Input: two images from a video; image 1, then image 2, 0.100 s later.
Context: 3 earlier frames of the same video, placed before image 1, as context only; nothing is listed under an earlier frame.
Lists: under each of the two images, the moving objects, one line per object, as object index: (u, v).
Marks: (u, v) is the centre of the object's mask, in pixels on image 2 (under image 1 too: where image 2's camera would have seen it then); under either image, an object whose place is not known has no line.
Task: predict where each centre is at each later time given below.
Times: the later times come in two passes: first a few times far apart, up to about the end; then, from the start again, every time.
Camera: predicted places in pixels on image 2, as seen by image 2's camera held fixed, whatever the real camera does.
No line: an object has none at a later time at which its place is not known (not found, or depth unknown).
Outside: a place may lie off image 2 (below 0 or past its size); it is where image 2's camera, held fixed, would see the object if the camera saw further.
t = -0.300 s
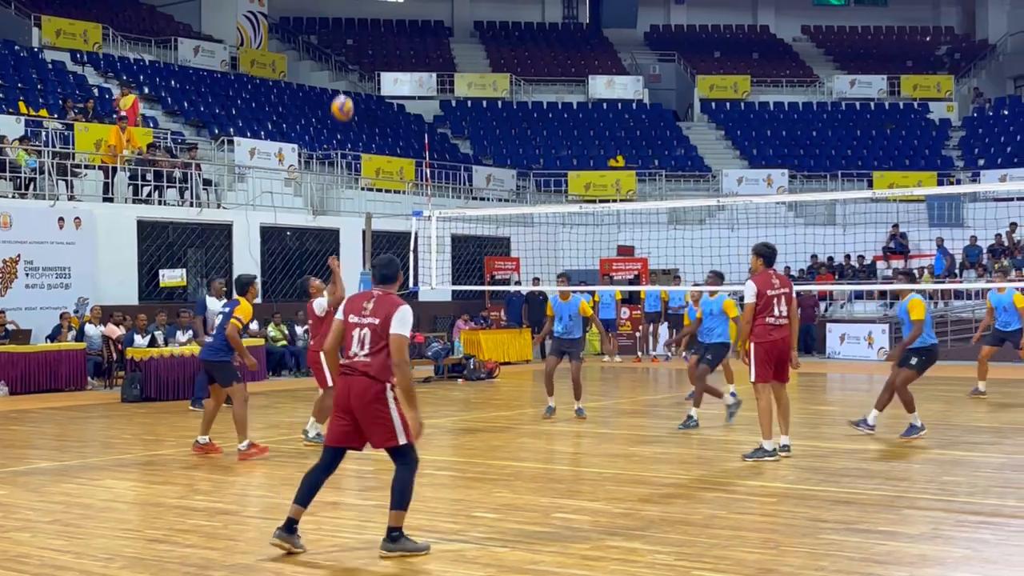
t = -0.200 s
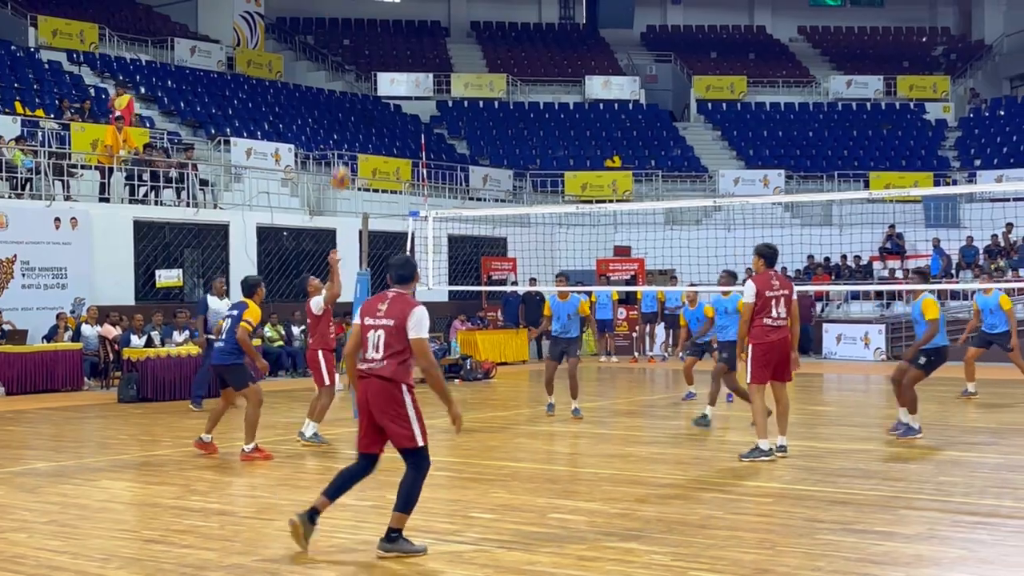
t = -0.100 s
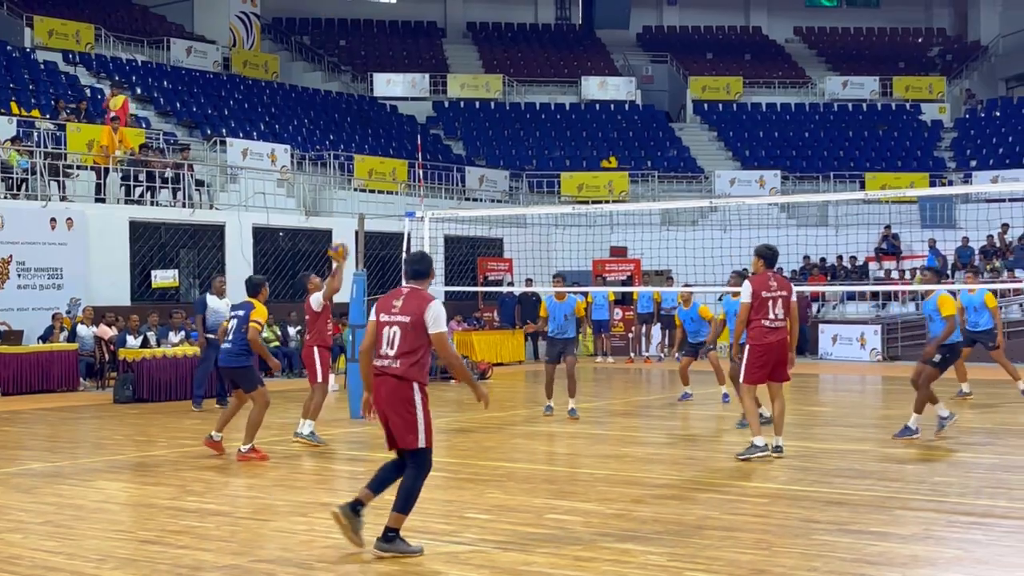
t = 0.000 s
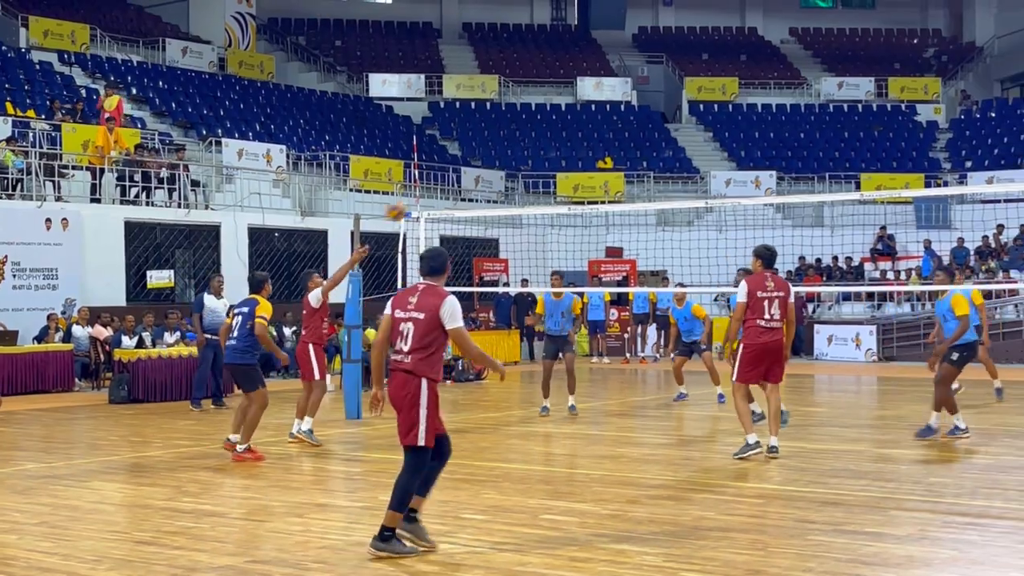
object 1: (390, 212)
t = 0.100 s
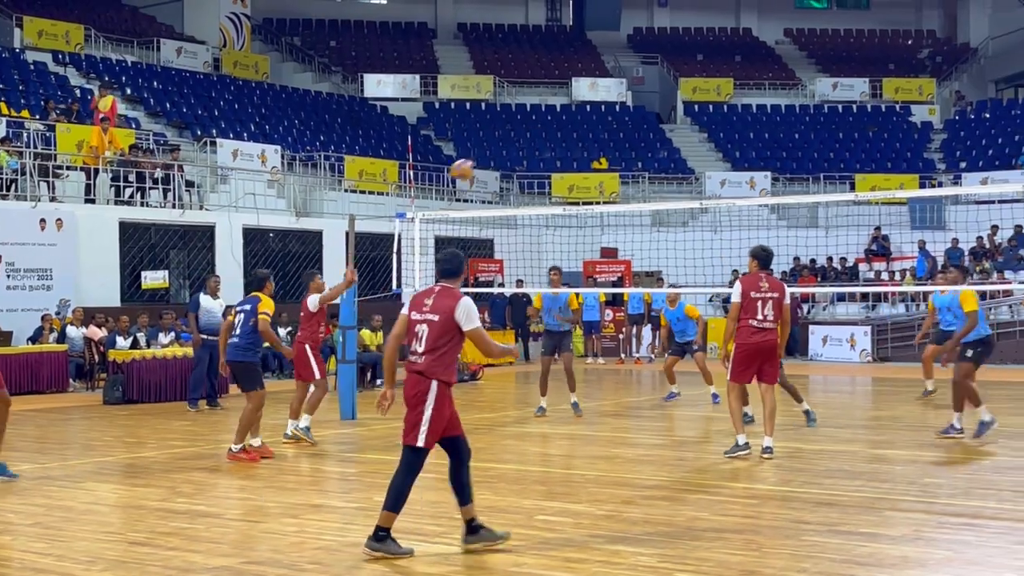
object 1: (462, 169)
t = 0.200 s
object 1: (532, 140)
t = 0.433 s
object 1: (693, 112)
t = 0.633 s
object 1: (827, 126)
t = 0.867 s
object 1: (981, 200)
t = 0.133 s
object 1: (485, 158)
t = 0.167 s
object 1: (509, 149)
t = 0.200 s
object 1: (532, 140)
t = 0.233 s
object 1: (555, 133)
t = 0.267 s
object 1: (578, 127)
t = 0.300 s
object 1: (601, 122)
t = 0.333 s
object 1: (624, 117)
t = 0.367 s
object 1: (647, 114)
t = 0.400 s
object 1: (668, 112)
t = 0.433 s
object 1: (693, 112)
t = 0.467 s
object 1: (715, 111)
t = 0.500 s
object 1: (737, 112)
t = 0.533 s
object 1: (760, 114)
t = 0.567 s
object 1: (782, 117)
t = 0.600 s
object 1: (804, 122)
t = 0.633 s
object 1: (827, 126)
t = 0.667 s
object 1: (849, 133)
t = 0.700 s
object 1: (871, 141)
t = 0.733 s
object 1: (893, 150)
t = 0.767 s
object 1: (915, 160)
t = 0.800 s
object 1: (937, 171)
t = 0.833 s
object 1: (958, 179)
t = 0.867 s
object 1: (981, 200)
